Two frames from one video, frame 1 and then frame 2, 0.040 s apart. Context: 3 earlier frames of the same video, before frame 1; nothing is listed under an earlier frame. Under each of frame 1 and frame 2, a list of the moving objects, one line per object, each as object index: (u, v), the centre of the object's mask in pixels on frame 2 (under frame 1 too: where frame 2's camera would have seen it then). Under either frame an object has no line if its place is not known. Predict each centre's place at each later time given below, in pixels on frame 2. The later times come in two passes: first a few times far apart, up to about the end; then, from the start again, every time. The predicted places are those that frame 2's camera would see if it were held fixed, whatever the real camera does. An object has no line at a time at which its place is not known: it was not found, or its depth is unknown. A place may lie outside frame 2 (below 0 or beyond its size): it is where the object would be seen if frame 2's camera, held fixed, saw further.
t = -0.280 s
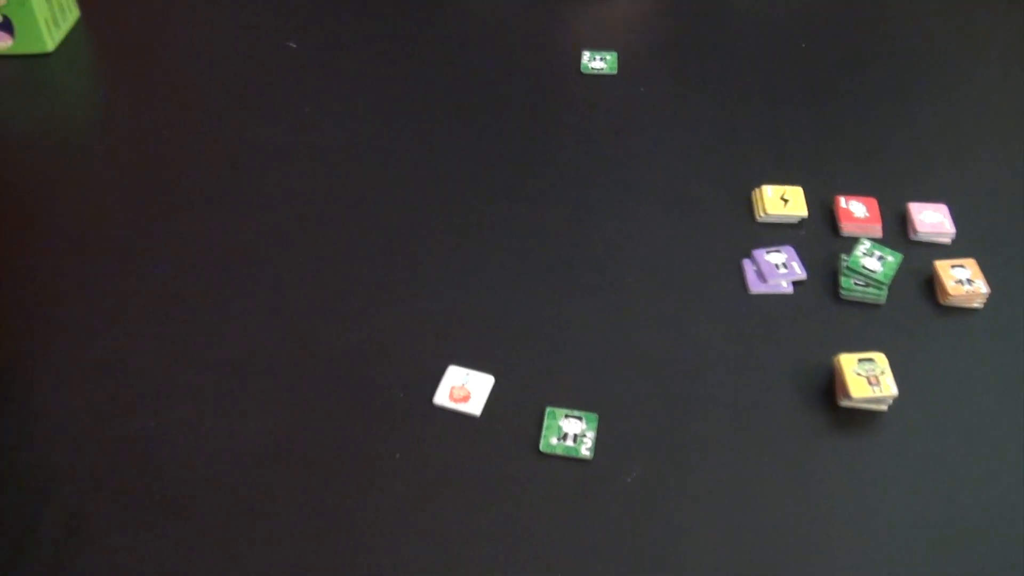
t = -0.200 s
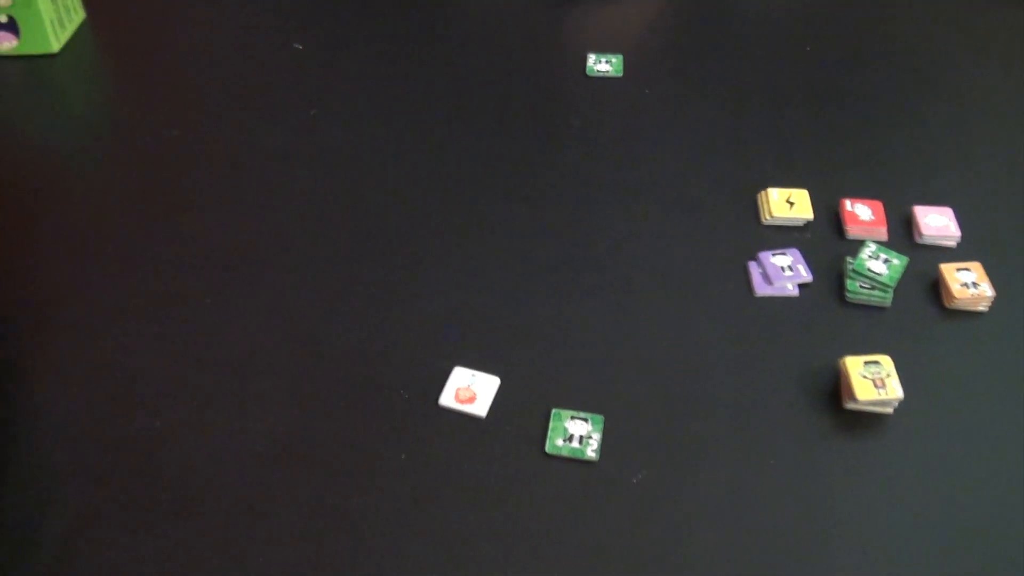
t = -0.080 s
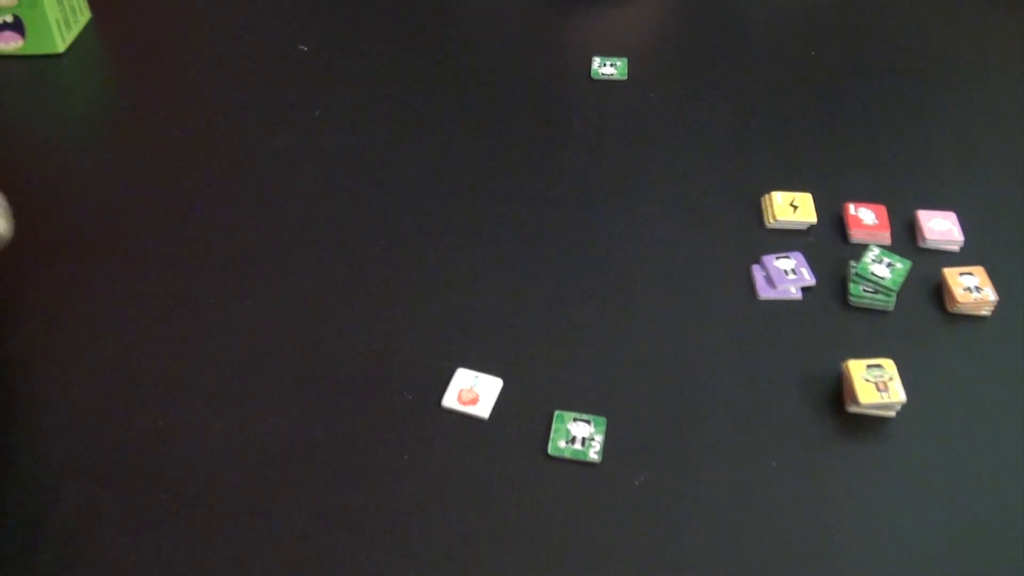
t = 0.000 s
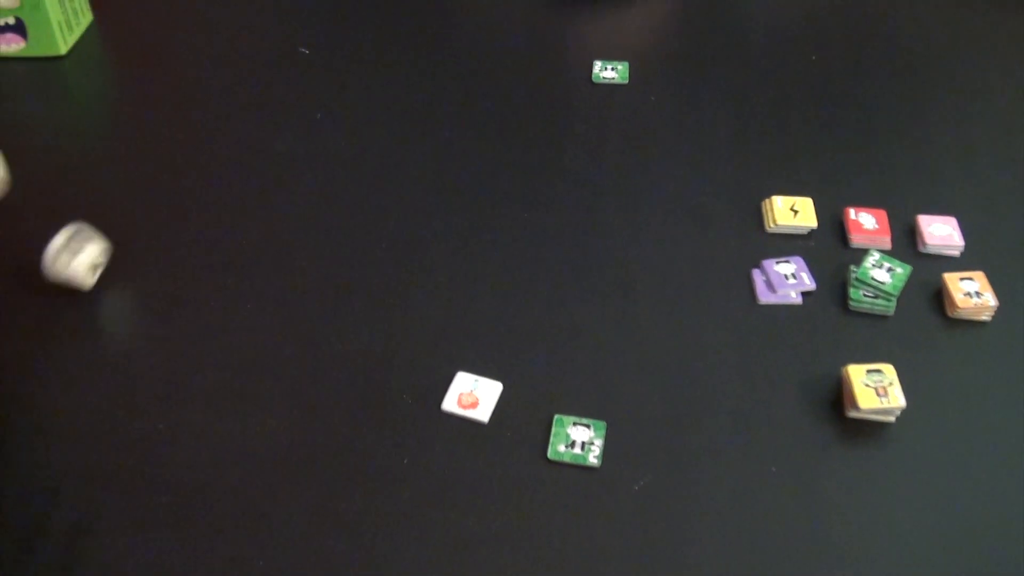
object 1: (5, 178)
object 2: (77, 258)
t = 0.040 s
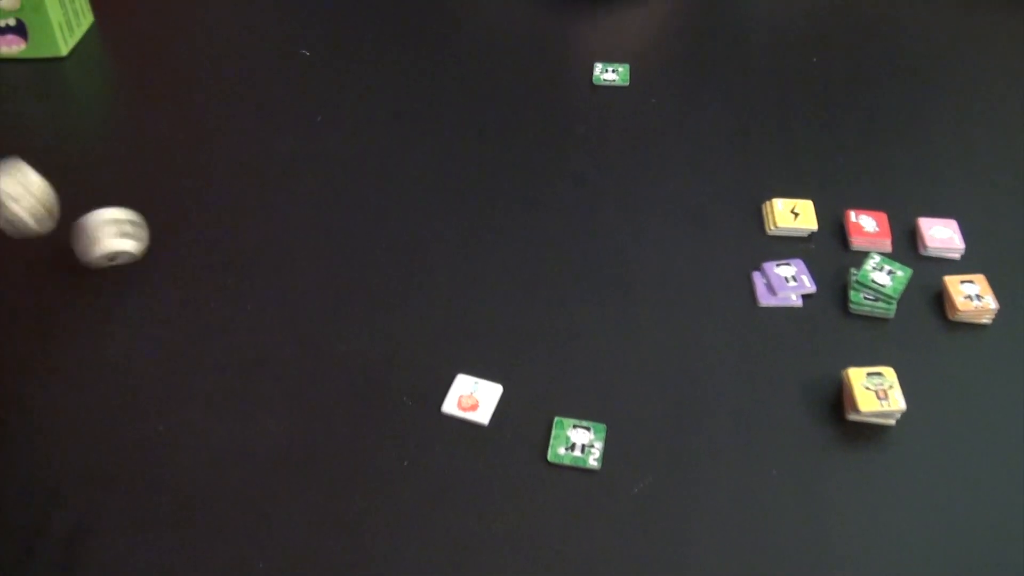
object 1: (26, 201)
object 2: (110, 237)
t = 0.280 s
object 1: (261, 269)
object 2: (228, 200)
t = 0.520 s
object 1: (400, 271)
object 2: (228, 200)
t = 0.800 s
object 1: (416, 273)
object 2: (228, 200)
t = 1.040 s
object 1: (416, 273)
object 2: (228, 201)
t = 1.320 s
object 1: (416, 273)
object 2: (229, 201)
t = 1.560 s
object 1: (416, 273)
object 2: (229, 201)
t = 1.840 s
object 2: (229, 201)
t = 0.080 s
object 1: (72, 249)
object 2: (149, 235)
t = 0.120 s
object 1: (107, 253)
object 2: (175, 220)
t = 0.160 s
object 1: (145, 258)
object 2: (196, 212)
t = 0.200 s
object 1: (188, 267)
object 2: (213, 207)
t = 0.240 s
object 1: (229, 268)
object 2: (224, 203)
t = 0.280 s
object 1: (261, 269)
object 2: (228, 200)
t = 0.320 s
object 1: (287, 273)
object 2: (228, 200)
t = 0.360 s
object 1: (312, 279)
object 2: (228, 200)
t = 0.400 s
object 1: (339, 278)
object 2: (228, 200)
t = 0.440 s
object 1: (363, 276)
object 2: (228, 200)
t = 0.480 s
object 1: (386, 269)
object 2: (228, 200)
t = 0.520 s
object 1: (400, 271)
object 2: (228, 200)
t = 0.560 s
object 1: (410, 272)
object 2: (228, 200)
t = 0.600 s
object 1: (415, 273)
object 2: (228, 201)
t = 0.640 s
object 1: (416, 273)
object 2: (228, 201)
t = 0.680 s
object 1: (416, 273)
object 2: (228, 200)
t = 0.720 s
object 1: (416, 273)
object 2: (228, 201)
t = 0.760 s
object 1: (416, 273)
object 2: (228, 200)
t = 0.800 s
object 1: (416, 273)
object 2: (228, 200)
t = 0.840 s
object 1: (416, 273)
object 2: (228, 200)
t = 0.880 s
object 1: (416, 273)
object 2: (228, 200)
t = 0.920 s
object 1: (416, 273)
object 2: (228, 201)
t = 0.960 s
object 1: (416, 273)
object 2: (228, 201)
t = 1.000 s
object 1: (416, 273)
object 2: (228, 201)
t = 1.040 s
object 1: (416, 273)
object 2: (228, 201)
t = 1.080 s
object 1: (416, 273)
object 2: (228, 201)
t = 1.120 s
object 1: (416, 273)
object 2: (228, 201)
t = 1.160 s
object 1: (417, 273)
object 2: (229, 201)
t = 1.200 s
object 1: (417, 273)
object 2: (229, 201)
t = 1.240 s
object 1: (417, 273)
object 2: (229, 201)
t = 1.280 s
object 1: (416, 273)
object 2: (229, 201)
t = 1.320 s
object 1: (416, 273)
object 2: (229, 201)
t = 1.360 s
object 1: (416, 273)
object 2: (229, 201)
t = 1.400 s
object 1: (416, 273)
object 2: (229, 201)
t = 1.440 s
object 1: (416, 273)
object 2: (229, 201)
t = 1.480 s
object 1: (416, 273)
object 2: (229, 201)
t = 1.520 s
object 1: (416, 273)
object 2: (229, 201)
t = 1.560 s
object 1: (416, 273)
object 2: (229, 201)
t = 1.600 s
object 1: (416, 273)
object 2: (229, 201)
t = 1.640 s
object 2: (229, 201)
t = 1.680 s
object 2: (229, 201)
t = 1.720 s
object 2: (229, 201)
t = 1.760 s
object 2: (229, 201)
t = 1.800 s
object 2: (229, 201)
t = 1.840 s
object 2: (229, 201)
